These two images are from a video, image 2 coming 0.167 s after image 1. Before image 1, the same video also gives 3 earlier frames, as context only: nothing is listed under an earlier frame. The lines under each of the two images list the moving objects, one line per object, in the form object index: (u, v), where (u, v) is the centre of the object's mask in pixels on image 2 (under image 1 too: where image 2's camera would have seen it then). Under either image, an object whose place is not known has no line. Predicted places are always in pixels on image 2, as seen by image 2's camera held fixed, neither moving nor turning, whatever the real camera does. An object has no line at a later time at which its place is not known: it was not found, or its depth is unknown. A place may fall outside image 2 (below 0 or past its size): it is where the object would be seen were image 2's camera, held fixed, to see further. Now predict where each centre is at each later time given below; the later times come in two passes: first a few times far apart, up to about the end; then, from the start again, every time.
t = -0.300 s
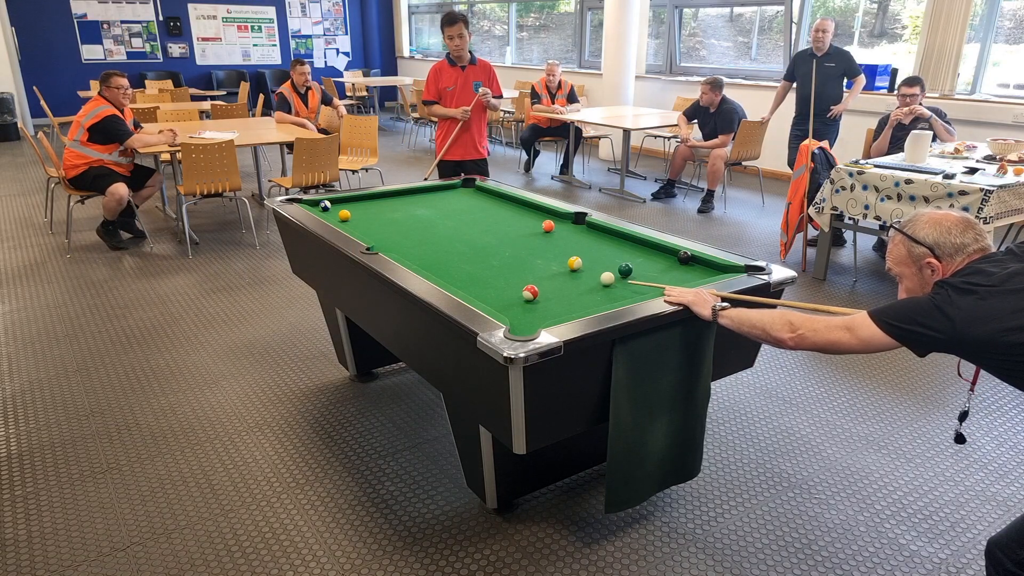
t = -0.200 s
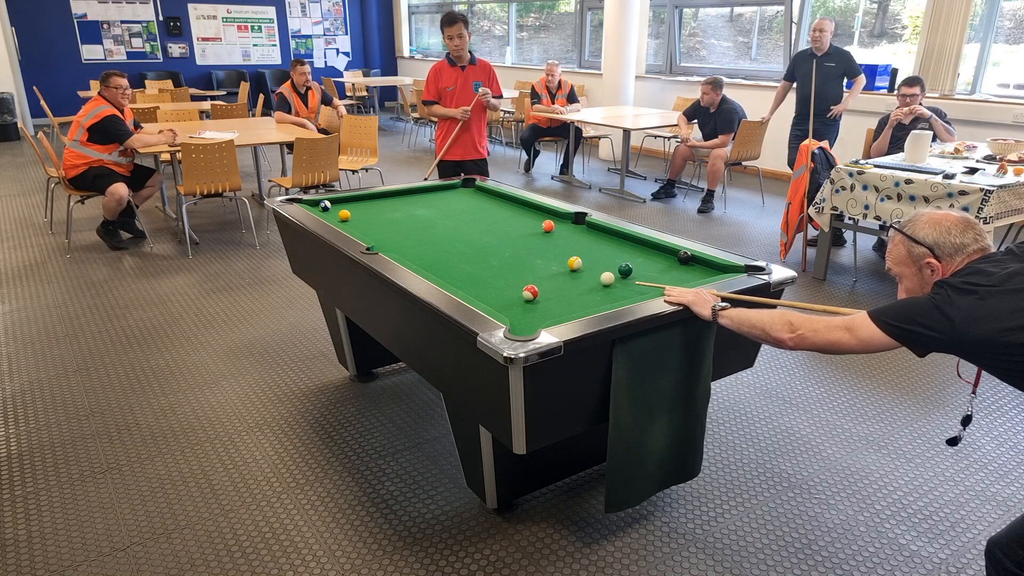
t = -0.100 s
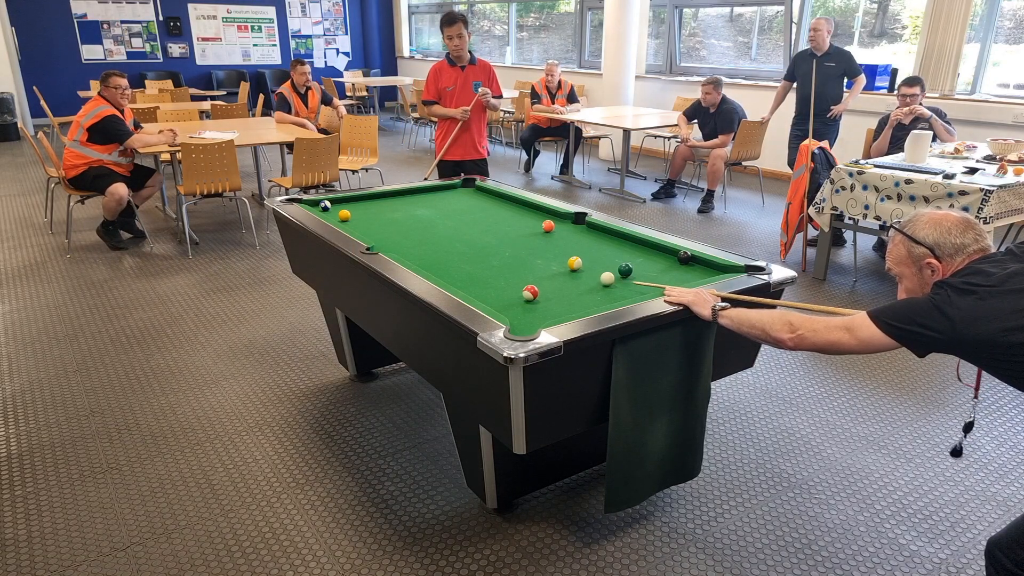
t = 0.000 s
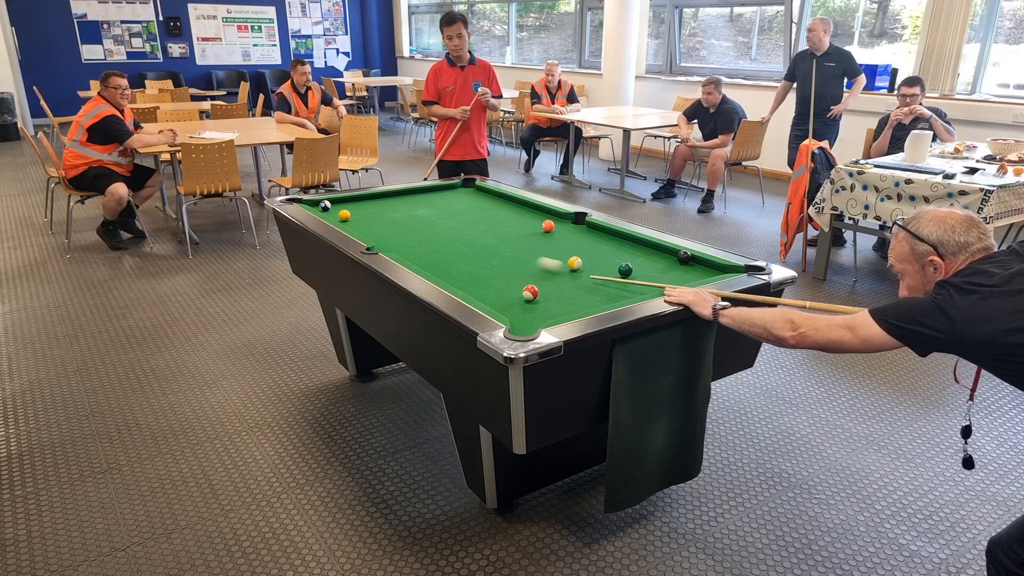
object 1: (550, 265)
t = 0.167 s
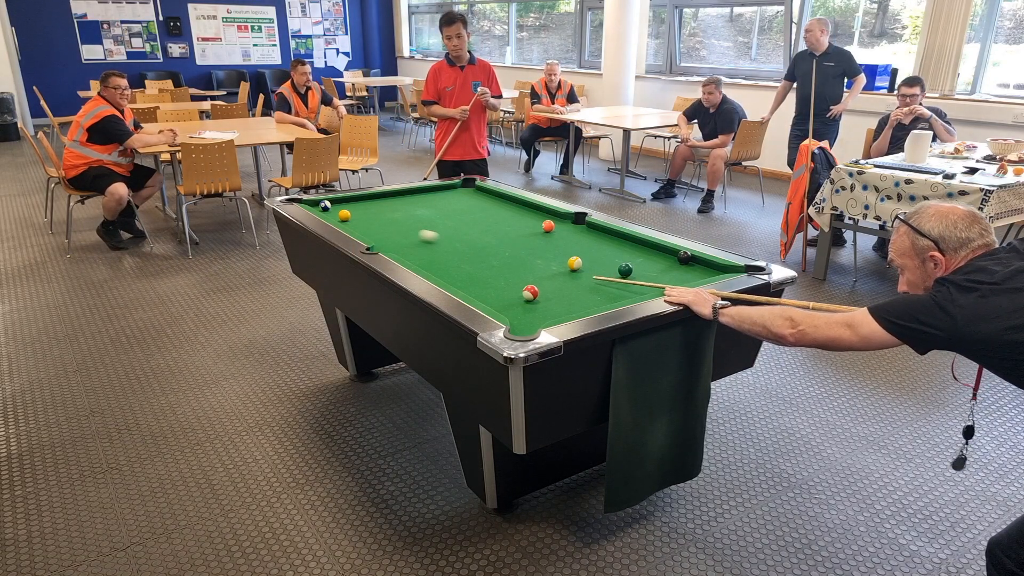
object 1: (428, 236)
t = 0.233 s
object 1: (391, 227)
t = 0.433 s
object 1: (344, 219)
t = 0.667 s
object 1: (333, 214)
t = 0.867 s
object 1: (336, 211)
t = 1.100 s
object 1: (340, 207)
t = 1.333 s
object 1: (344, 202)
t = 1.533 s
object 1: (347, 200)
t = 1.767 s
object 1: (355, 200)
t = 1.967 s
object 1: (363, 201)
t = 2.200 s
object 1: (370, 202)
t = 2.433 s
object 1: (376, 203)
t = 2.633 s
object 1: (380, 204)
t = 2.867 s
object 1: (385, 204)
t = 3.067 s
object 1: (388, 204)
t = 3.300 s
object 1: (391, 205)
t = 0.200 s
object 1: (409, 232)
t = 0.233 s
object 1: (391, 227)
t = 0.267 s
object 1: (375, 223)
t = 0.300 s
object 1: (359, 220)
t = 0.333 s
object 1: (350, 219)
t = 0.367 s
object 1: (349, 219)
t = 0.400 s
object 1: (347, 219)
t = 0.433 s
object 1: (344, 219)
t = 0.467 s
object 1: (342, 219)
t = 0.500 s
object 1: (338, 218)
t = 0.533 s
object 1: (334, 217)
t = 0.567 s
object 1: (331, 216)
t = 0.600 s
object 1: (332, 215)
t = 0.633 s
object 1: (333, 215)
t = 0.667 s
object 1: (333, 214)
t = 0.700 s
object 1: (334, 214)
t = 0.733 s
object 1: (334, 214)
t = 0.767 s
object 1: (335, 213)
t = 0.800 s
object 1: (335, 212)
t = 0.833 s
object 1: (336, 212)
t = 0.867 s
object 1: (336, 211)
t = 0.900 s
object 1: (337, 210)
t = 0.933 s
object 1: (338, 210)
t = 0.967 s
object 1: (338, 209)
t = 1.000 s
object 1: (339, 208)
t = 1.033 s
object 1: (339, 208)
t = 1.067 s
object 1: (340, 207)
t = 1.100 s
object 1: (340, 207)
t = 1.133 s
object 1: (341, 206)
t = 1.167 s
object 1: (341, 206)
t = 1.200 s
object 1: (342, 205)
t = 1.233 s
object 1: (342, 204)
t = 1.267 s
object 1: (343, 204)
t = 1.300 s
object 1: (343, 203)
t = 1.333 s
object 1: (344, 202)
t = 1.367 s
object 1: (344, 202)
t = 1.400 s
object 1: (345, 202)
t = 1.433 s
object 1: (345, 201)
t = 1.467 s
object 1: (346, 201)
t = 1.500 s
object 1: (346, 200)
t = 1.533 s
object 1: (347, 200)
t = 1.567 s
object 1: (348, 200)
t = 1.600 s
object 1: (349, 200)
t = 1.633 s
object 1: (351, 200)
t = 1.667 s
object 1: (352, 200)
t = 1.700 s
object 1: (353, 200)
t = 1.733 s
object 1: (354, 200)
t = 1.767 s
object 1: (355, 200)
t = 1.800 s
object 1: (357, 201)
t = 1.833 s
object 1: (358, 201)
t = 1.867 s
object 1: (359, 201)
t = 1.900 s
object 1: (360, 201)
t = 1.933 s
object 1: (361, 201)
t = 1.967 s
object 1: (363, 201)
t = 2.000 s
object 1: (364, 202)
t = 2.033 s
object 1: (365, 202)
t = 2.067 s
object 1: (366, 202)
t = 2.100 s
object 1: (367, 202)
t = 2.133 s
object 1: (368, 202)
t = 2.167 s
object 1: (369, 202)
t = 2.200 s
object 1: (370, 202)
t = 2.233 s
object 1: (371, 202)
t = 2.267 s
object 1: (372, 202)
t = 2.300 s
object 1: (373, 202)
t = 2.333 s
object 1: (373, 203)
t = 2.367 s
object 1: (374, 203)
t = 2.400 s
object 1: (375, 203)
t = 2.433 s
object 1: (376, 203)
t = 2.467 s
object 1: (377, 203)
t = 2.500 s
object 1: (378, 203)
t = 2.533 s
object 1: (378, 203)
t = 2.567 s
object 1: (379, 203)
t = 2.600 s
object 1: (380, 203)
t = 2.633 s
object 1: (380, 204)
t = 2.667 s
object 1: (381, 204)
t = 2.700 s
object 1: (382, 204)
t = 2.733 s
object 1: (382, 204)
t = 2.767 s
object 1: (383, 204)
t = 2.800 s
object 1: (384, 204)
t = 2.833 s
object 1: (384, 204)
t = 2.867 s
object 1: (385, 204)
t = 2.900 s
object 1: (385, 204)
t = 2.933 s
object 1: (386, 204)
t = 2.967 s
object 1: (386, 204)
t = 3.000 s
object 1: (387, 204)
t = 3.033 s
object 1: (387, 204)
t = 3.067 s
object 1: (388, 204)
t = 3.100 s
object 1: (388, 204)
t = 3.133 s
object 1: (389, 205)
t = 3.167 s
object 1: (389, 205)
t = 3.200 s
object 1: (390, 205)
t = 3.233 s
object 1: (390, 205)
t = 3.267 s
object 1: (390, 205)
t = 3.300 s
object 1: (391, 205)
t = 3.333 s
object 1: (391, 205)
